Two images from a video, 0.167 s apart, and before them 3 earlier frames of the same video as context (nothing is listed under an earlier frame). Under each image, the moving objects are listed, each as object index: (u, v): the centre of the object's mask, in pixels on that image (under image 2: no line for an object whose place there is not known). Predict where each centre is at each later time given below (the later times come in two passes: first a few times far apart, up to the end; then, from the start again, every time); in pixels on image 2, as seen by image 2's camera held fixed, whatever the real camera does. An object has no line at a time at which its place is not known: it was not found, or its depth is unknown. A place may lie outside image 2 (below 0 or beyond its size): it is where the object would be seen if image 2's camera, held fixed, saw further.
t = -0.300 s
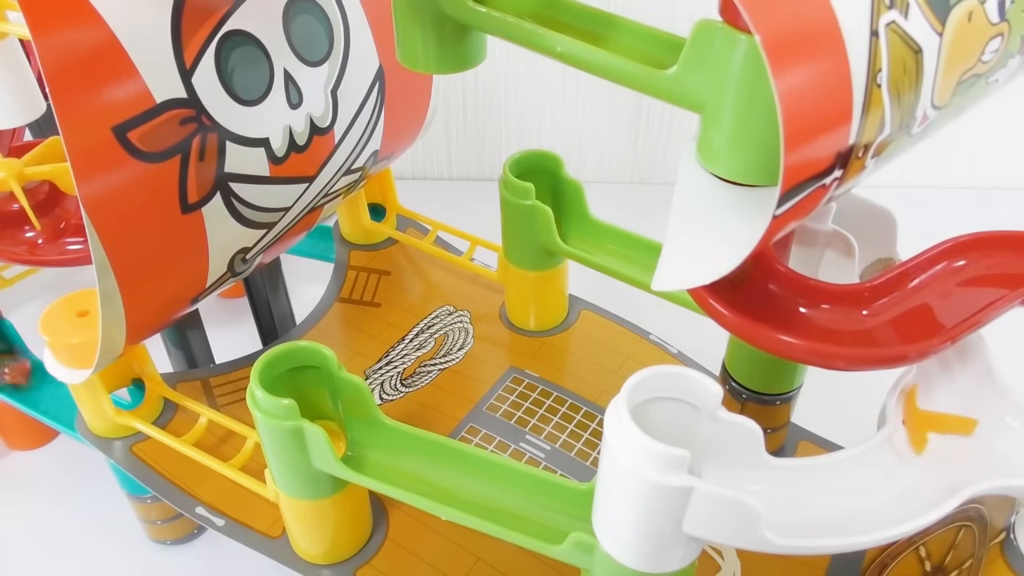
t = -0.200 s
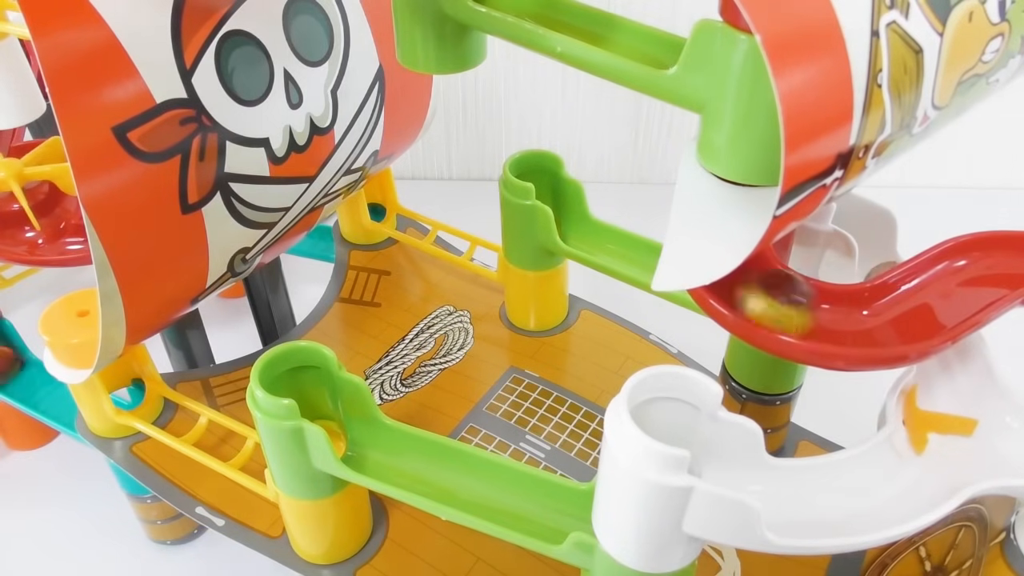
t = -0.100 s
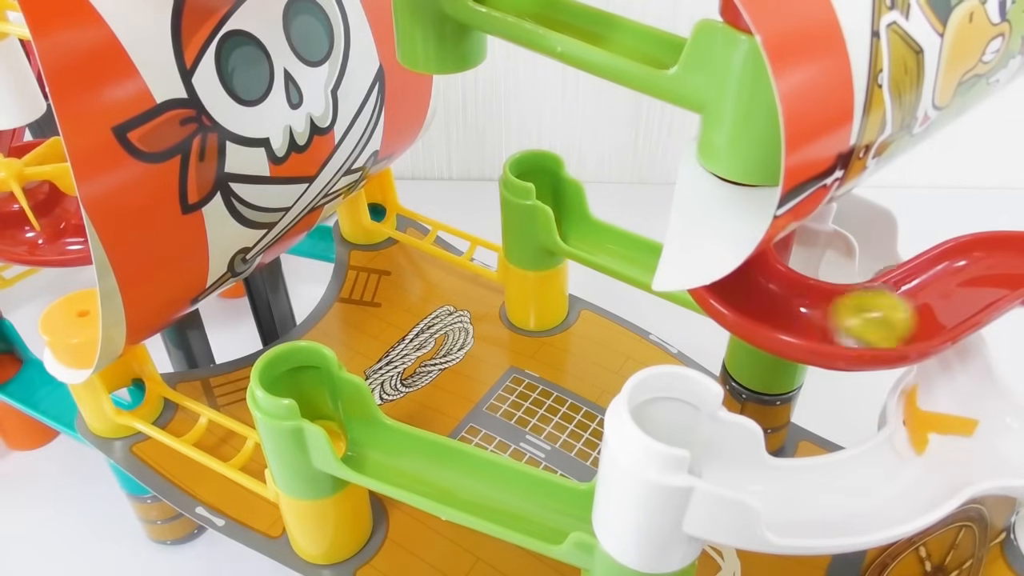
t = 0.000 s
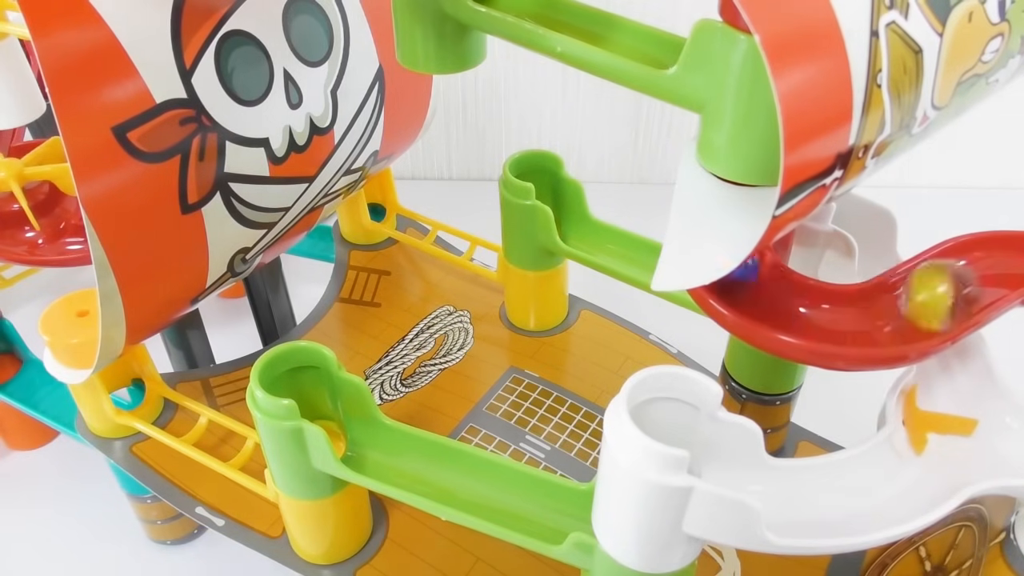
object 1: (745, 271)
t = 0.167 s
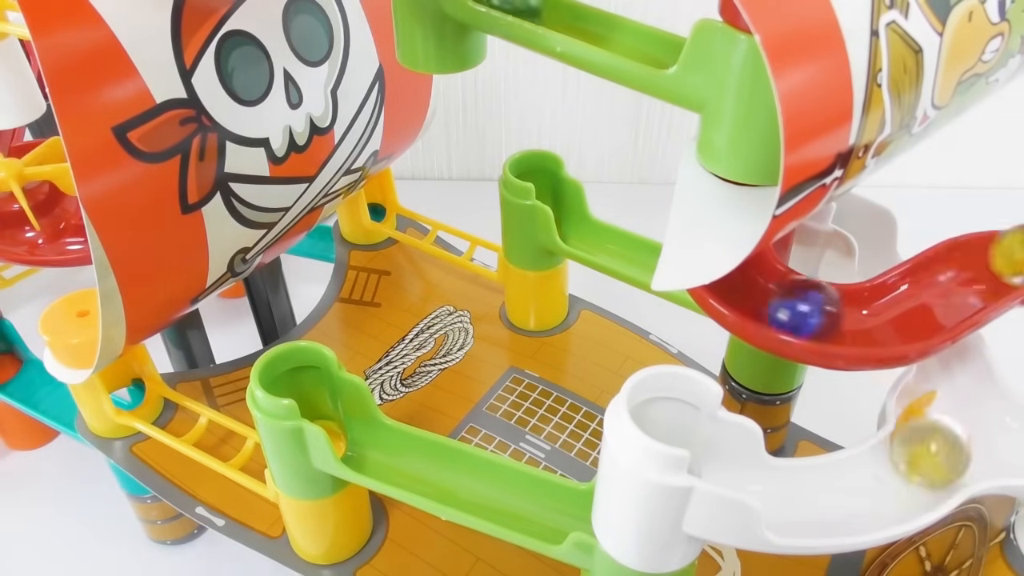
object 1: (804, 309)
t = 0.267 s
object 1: (869, 318)
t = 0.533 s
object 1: (967, 266)
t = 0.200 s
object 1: (825, 314)
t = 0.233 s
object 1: (846, 316)
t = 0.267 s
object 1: (869, 318)
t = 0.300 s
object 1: (885, 316)
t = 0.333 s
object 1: (902, 312)
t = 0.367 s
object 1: (916, 308)
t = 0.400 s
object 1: (927, 301)
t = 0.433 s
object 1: (940, 293)
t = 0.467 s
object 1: (950, 286)
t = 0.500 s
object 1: (958, 277)
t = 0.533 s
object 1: (967, 266)
